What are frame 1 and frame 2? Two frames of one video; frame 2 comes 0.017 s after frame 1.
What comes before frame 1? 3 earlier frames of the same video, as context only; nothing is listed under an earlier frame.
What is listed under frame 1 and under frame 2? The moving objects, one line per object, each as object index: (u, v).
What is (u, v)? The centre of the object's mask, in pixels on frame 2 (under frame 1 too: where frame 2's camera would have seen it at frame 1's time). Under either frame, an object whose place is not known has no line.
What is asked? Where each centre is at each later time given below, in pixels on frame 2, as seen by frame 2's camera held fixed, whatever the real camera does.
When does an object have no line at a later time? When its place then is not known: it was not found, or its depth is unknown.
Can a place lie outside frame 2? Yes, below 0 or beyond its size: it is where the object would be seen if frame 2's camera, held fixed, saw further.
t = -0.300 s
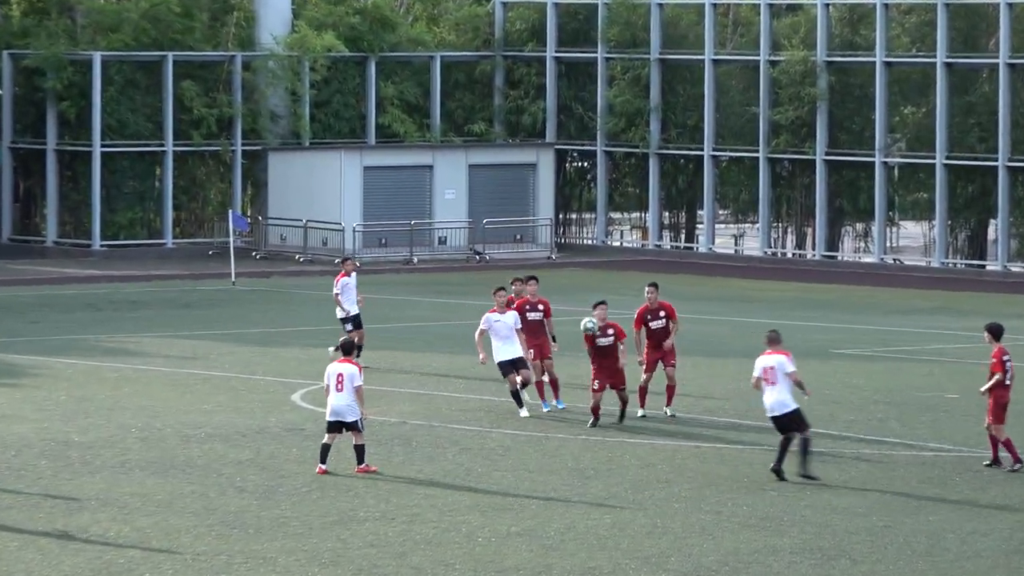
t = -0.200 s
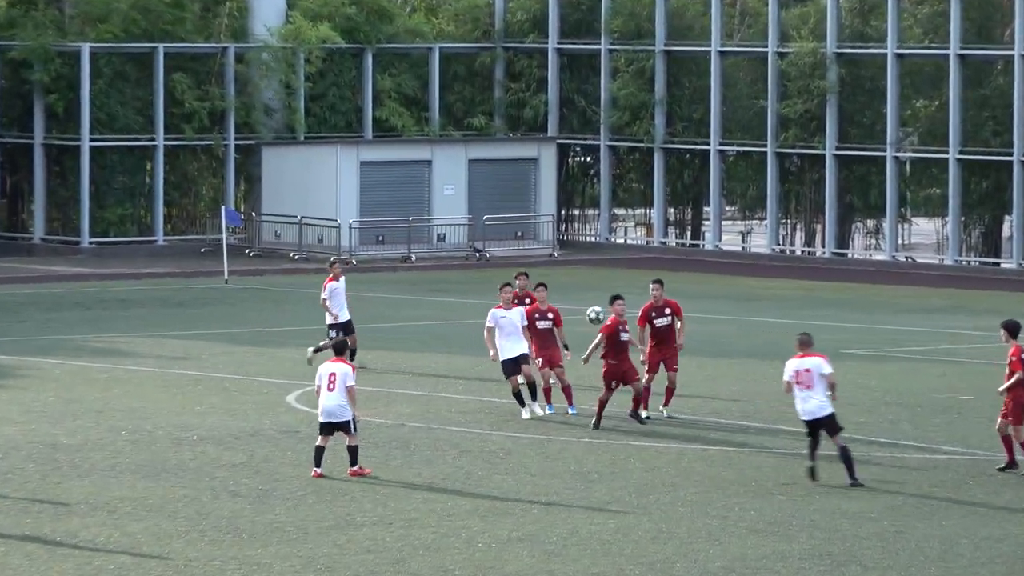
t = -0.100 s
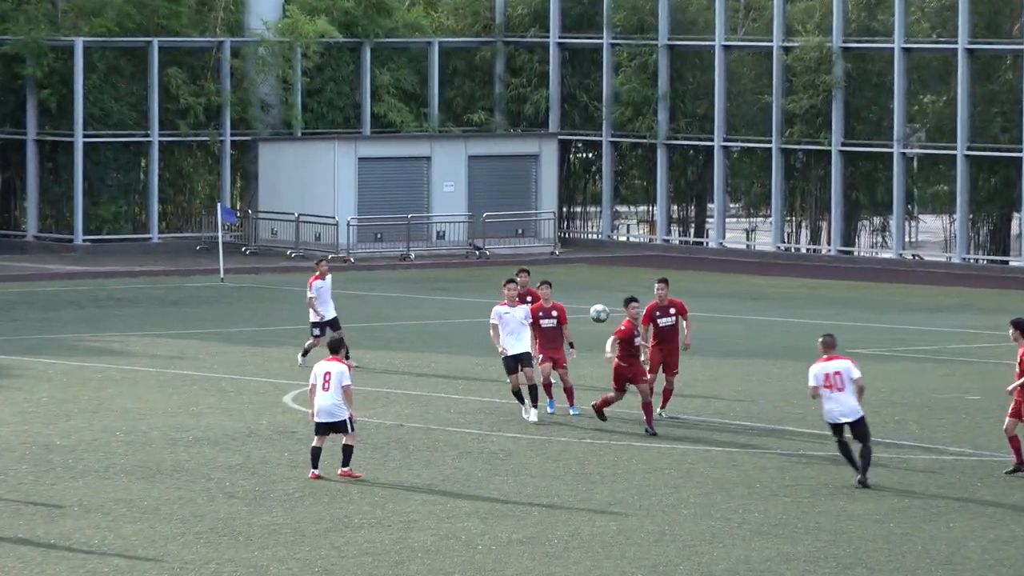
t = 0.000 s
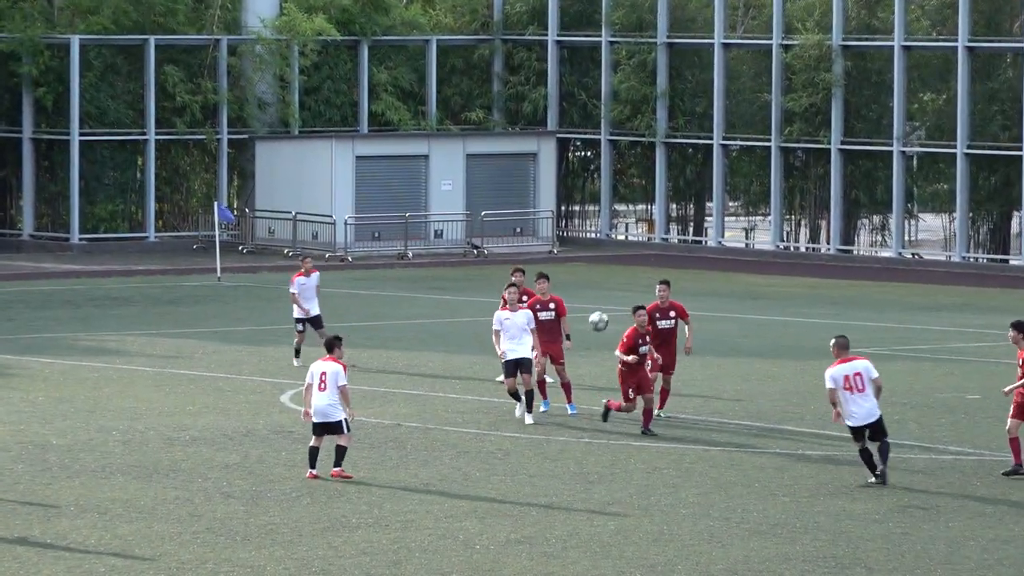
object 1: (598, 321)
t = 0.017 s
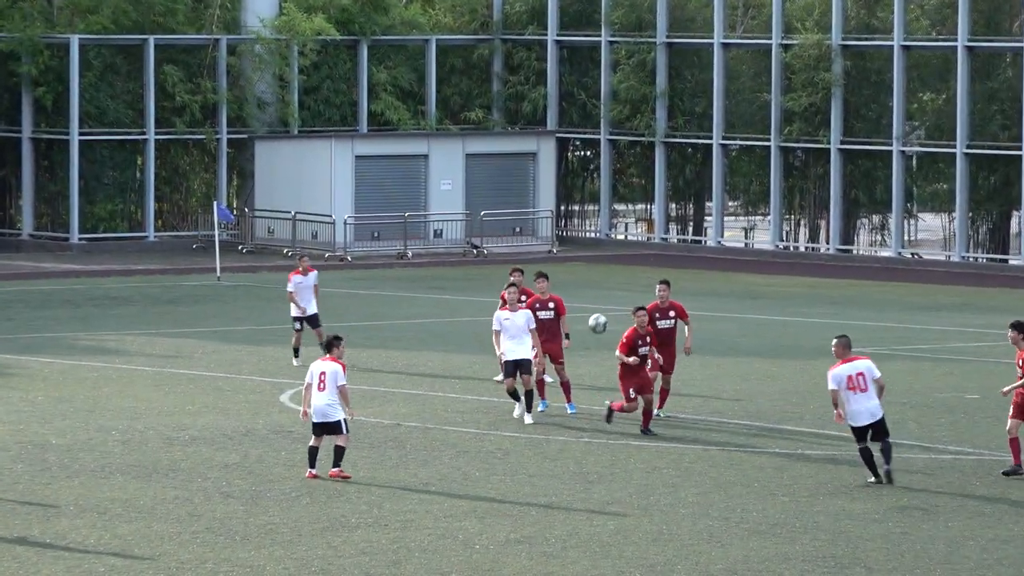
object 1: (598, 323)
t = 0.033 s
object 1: (598, 326)
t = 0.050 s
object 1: (598, 329)
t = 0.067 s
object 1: (598, 332)
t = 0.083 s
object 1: (598, 335)
